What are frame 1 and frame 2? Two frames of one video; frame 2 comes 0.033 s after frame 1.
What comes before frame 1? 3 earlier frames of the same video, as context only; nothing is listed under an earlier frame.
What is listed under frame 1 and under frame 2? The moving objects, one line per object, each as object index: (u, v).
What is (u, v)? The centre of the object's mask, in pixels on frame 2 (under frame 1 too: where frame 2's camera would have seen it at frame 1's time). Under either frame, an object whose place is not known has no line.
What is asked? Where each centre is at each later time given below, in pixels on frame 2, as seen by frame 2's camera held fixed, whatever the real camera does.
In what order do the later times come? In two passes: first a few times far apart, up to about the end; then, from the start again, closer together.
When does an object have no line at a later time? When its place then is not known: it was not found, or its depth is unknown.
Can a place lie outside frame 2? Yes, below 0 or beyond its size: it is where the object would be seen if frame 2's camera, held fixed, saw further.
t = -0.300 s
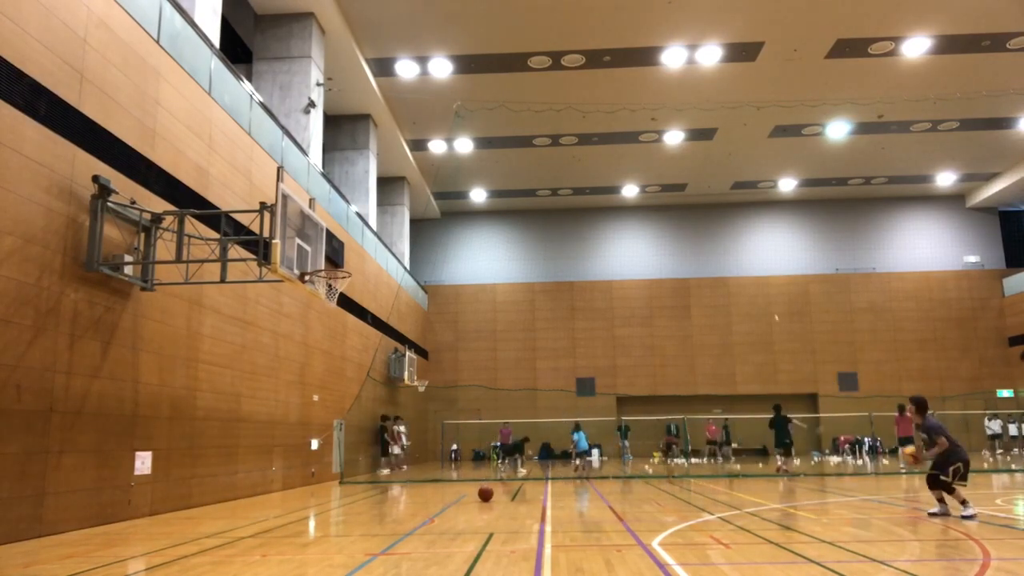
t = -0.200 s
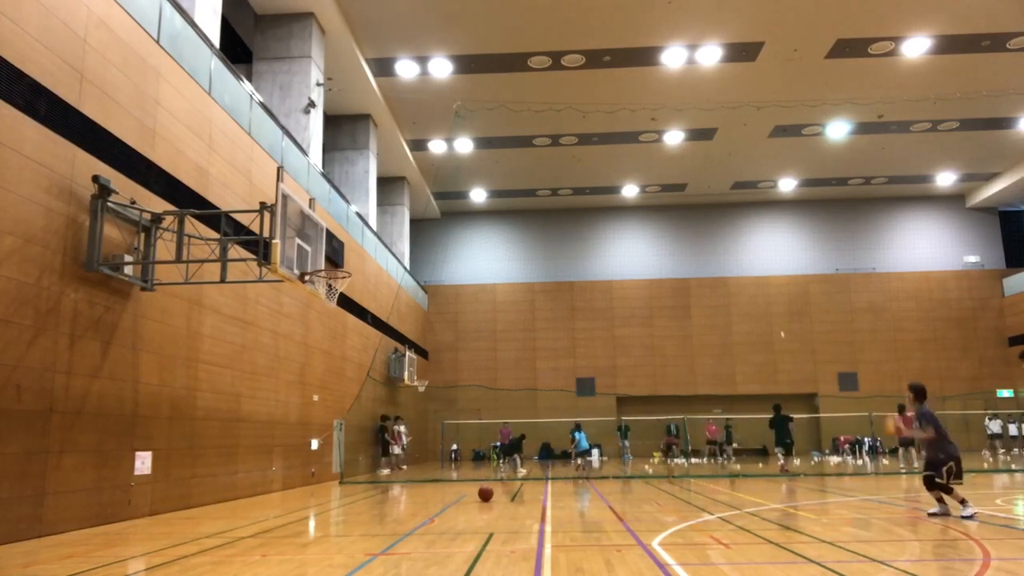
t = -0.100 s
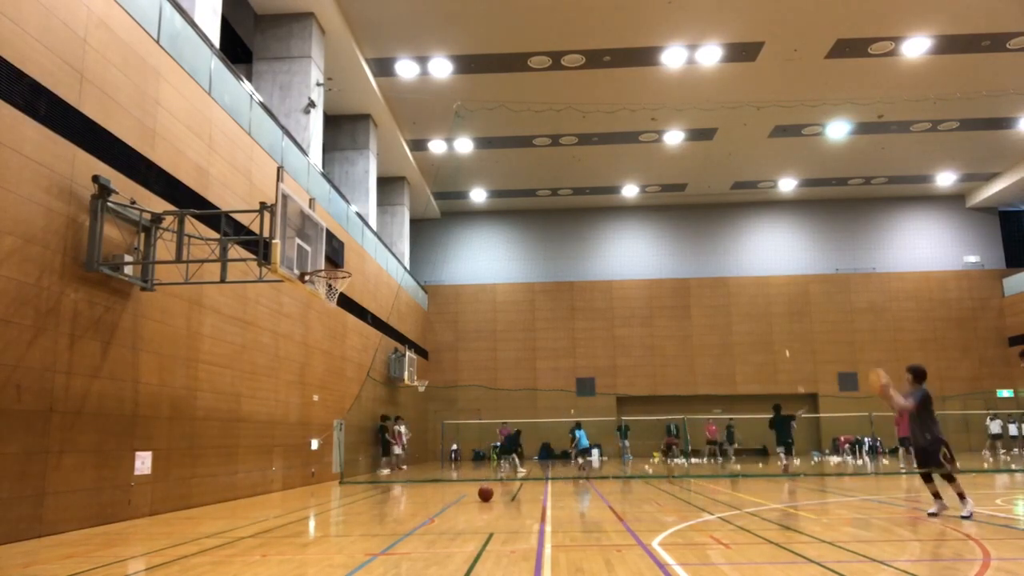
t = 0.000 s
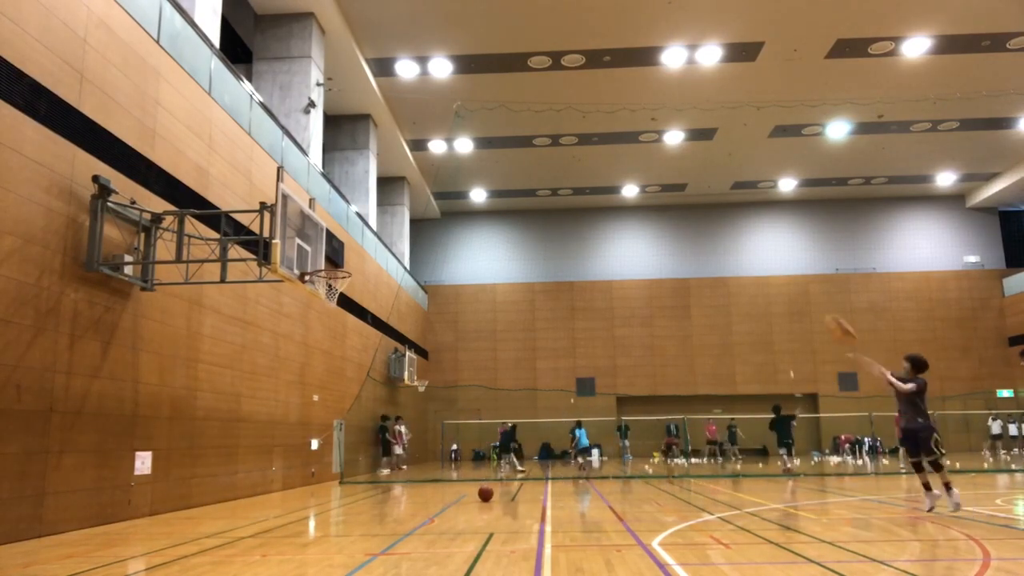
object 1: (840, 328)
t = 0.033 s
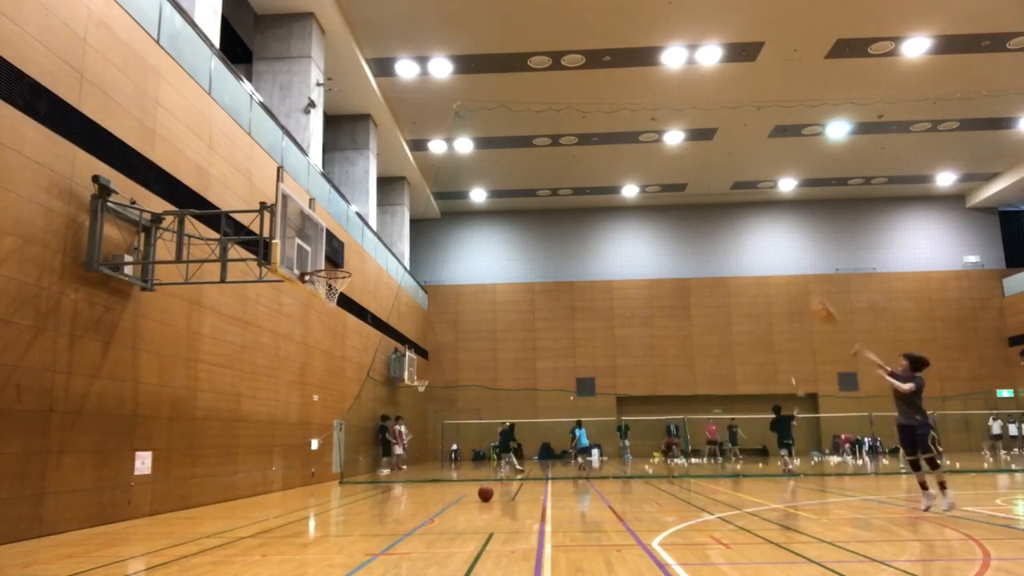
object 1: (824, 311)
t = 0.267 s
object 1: (708, 217)
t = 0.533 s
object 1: (594, 165)
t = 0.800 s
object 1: (487, 168)
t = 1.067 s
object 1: (387, 220)
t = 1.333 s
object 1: (328, 281)
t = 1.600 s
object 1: (338, 289)
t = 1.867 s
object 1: (322, 302)
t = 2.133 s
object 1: (319, 352)
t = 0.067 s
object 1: (804, 295)
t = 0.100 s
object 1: (790, 281)
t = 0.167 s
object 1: (754, 252)
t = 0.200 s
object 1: (740, 240)
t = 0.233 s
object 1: (723, 226)
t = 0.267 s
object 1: (708, 217)
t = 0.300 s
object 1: (693, 207)
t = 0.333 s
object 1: (679, 200)
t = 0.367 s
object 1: (663, 192)
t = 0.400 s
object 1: (650, 185)
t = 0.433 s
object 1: (635, 177)
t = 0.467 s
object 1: (622, 173)
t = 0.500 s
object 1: (606, 169)
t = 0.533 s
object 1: (594, 165)
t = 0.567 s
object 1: (581, 164)
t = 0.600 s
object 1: (567, 162)
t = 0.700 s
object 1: (527, 162)
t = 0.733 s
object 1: (513, 164)
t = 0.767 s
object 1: (502, 165)
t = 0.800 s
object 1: (487, 168)
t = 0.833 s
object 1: (473, 171)
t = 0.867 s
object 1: (462, 174)
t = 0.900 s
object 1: (451, 181)
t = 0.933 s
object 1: (439, 187)
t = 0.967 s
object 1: (425, 194)
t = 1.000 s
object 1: (413, 201)
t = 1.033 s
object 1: (399, 211)
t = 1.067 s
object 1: (387, 220)
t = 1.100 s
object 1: (375, 229)
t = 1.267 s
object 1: (326, 278)
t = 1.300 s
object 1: (326, 280)
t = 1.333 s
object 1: (328, 281)
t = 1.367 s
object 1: (332, 286)
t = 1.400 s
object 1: (336, 287)
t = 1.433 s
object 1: (339, 287)
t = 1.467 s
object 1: (341, 287)
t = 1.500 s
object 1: (341, 288)
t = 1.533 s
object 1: (341, 288)
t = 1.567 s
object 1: (340, 288)
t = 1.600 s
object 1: (338, 289)
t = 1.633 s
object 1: (334, 291)
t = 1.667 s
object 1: (330, 292)
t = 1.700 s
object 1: (328, 293)
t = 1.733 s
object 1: (326, 294)
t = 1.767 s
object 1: (324, 295)
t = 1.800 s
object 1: (322, 296)
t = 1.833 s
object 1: (321, 300)
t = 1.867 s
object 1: (322, 302)
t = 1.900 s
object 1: (321, 305)
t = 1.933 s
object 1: (320, 310)
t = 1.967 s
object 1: (320, 316)
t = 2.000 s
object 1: (320, 320)
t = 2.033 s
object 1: (320, 327)
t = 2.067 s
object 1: (319, 335)
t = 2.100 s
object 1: (319, 343)
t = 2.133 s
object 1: (319, 352)
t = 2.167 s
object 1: (318, 363)
